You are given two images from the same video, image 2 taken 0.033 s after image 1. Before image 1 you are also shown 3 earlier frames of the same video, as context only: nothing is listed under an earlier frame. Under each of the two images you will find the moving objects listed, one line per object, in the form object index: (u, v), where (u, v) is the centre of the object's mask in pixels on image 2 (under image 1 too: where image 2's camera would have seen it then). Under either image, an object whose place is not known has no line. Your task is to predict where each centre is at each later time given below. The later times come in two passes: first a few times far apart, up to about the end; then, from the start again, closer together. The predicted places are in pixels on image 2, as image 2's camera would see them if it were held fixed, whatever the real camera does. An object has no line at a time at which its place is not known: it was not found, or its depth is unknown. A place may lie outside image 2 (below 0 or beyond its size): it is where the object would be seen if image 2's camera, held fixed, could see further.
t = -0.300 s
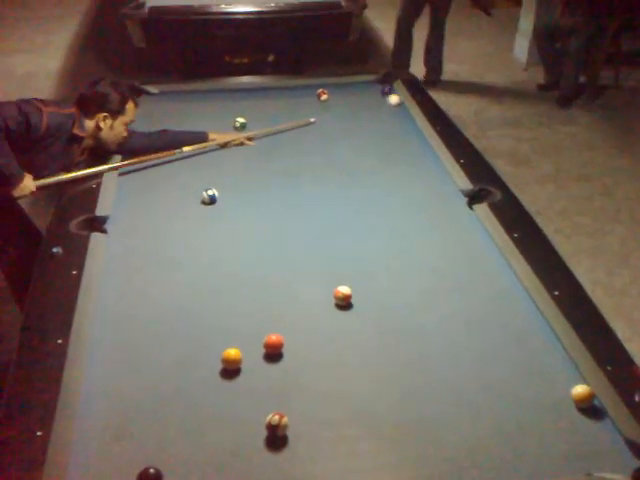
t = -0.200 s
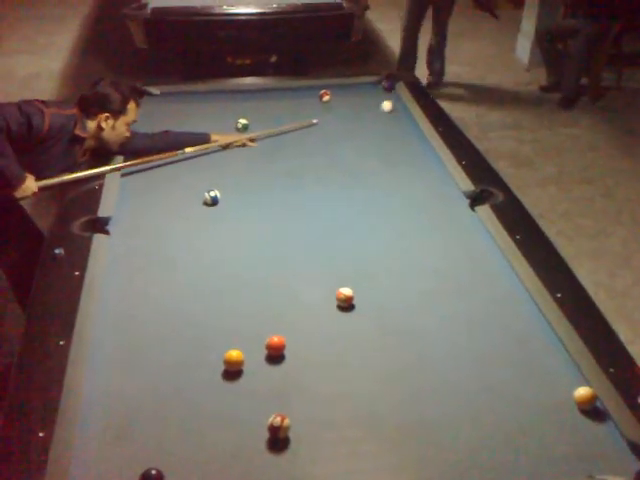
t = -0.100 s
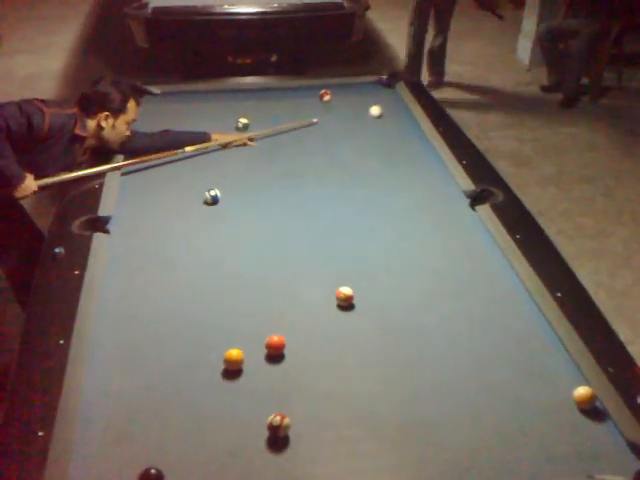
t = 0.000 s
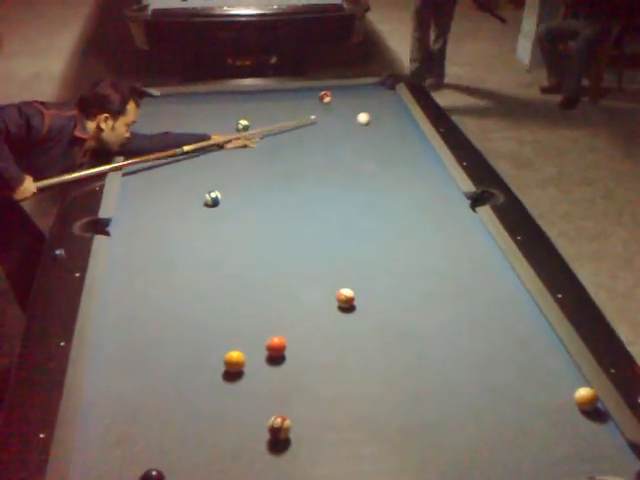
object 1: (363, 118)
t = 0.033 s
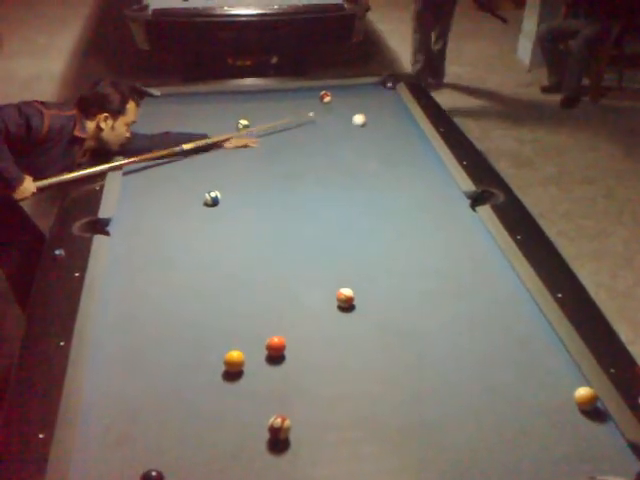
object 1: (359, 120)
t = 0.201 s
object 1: (337, 129)
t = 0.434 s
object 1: (306, 143)
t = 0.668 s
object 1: (274, 157)
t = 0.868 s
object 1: (245, 169)
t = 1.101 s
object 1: (210, 184)
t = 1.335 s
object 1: (174, 202)
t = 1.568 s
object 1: (135, 219)
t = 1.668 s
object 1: (118, 226)
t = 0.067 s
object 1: (354, 121)
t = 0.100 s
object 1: (350, 123)
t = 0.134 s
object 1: (346, 125)
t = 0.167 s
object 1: (341, 127)
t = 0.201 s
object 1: (337, 129)
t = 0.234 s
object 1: (333, 131)
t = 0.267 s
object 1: (328, 133)
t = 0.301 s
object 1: (324, 135)
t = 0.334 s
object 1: (320, 137)
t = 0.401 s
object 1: (311, 141)
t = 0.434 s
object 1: (306, 143)
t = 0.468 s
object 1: (302, 145)
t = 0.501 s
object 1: (297, 147)
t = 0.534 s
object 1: (292, 148)
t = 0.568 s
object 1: (288, 151)
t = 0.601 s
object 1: (283, 153)
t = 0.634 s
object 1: (278, 155)
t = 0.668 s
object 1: (274, 157)
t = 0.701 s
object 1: (269, 159)
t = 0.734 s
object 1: (264, 162)
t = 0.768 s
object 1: (260, 163)
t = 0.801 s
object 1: (255, 165)
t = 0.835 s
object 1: (250, 167)
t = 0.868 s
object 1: (245, 169)
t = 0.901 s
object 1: (240, 172)
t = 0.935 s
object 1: (235, 174)
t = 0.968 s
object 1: (230, 176)
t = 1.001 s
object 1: (225, 178)
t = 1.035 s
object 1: (221, 181)
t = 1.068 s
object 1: (216, 182)
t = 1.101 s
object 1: (210, 184)
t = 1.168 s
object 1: (199, 189)
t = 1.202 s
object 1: (194, 192)
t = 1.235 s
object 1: (189, 194)
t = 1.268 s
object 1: (184, 196)
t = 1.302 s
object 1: (179, 199)
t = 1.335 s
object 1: (174, 202)
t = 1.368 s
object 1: (168, 204)
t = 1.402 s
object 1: (163, 206)
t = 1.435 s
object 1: (157, 209)
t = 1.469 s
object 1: (152, 211)
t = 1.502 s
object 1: (147, 214)
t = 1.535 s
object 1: (141, 216)
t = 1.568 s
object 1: (135, 219)
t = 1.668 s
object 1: (118, 226)
